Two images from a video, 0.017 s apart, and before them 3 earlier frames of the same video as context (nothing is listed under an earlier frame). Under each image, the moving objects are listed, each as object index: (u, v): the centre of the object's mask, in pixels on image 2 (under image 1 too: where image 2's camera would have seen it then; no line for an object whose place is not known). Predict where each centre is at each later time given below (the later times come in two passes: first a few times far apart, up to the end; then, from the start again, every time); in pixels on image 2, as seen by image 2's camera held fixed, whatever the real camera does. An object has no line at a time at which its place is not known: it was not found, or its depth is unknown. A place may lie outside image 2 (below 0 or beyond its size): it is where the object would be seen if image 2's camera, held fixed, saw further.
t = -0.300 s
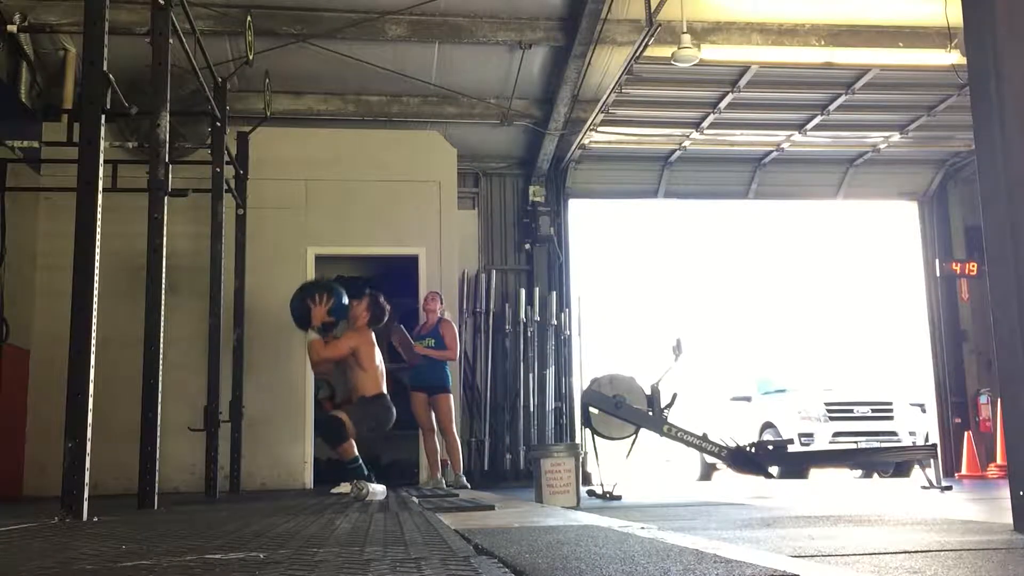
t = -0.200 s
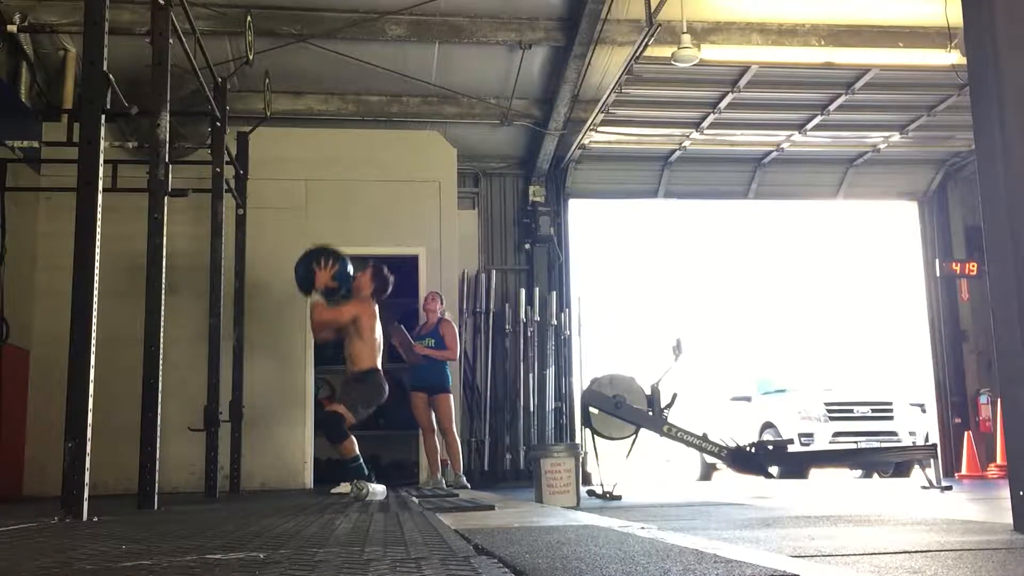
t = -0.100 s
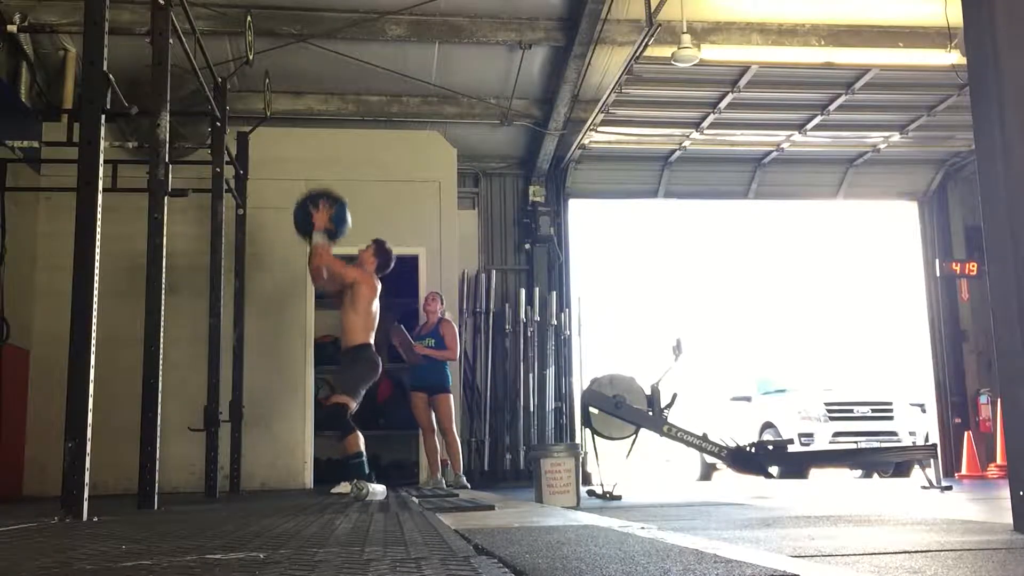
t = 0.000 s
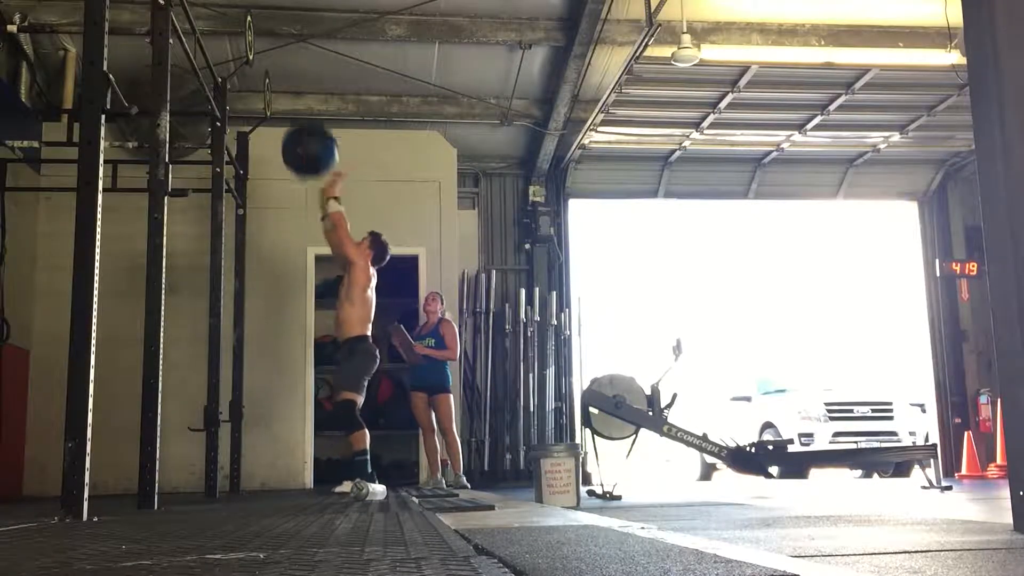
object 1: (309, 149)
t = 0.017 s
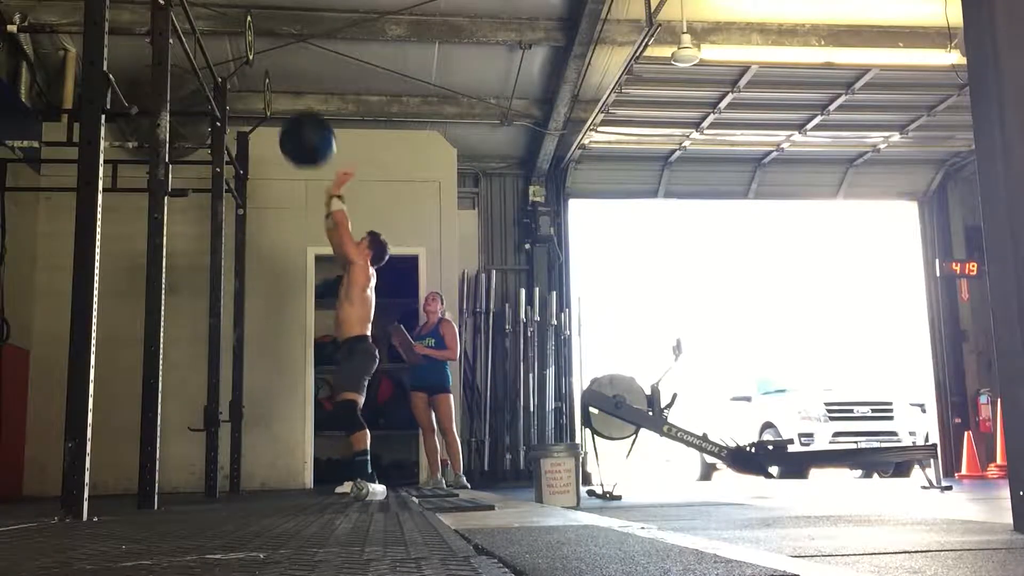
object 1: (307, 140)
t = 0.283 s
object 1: (273, 37)
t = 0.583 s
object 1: (301, 58)
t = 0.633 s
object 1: (307, 73)
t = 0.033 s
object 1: (305, 130)
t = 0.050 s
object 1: (302, 121)
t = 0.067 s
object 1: (300, 112)
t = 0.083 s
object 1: (298, 103)
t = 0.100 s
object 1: (296, 94)
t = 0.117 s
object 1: (293, 87)
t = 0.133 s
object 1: (291, 80)
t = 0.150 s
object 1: (289, 74)
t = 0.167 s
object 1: (287, 68)
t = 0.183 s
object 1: (285, 61)
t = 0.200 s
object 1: (283, 57)
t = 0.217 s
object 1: (280, 51)
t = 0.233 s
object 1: (278, 46)
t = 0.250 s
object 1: (276, 42)
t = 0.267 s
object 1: (274, 39)
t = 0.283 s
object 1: (273, 37)
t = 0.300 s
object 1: (273, 35)
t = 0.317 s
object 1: (274, 34)
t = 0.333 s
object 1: (276, 32)
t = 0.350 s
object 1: (277, 31)
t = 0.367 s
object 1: (280, 31)
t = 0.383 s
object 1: (281, 30)
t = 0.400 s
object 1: (282, 31)
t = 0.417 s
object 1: (284, 31)
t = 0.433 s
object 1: (286, 32)
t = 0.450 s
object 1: (288, 33)
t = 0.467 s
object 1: (290, 36)
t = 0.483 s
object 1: (291, 37)
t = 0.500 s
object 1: (293, 40)
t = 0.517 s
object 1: (295, 43)
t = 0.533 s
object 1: (296, 46)
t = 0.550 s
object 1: (298, 50)
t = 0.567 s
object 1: (300, 54)
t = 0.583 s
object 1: (301, 58)
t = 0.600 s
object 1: (303, 63)
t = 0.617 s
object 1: (305, 68)
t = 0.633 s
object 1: (307, 73)
